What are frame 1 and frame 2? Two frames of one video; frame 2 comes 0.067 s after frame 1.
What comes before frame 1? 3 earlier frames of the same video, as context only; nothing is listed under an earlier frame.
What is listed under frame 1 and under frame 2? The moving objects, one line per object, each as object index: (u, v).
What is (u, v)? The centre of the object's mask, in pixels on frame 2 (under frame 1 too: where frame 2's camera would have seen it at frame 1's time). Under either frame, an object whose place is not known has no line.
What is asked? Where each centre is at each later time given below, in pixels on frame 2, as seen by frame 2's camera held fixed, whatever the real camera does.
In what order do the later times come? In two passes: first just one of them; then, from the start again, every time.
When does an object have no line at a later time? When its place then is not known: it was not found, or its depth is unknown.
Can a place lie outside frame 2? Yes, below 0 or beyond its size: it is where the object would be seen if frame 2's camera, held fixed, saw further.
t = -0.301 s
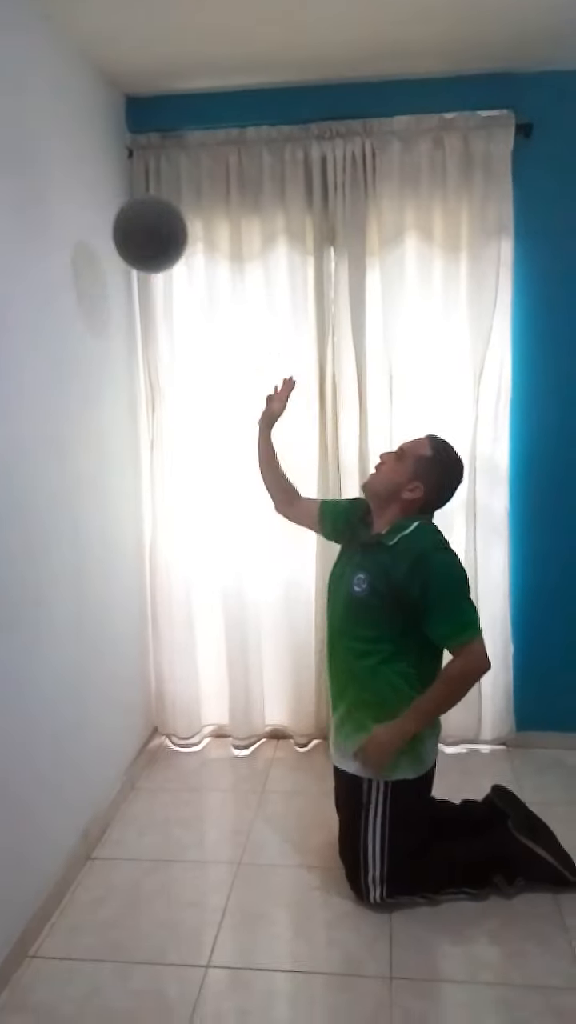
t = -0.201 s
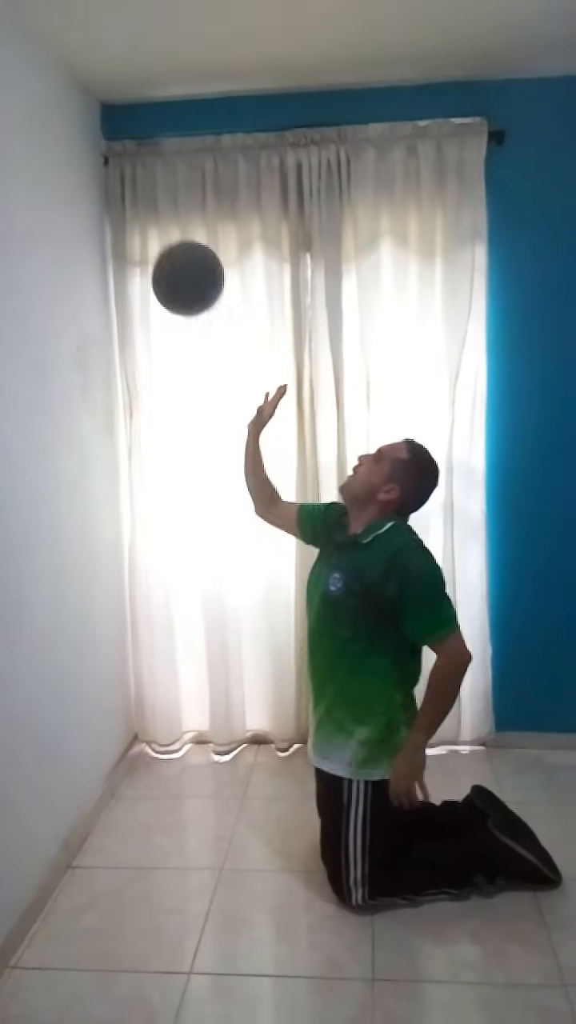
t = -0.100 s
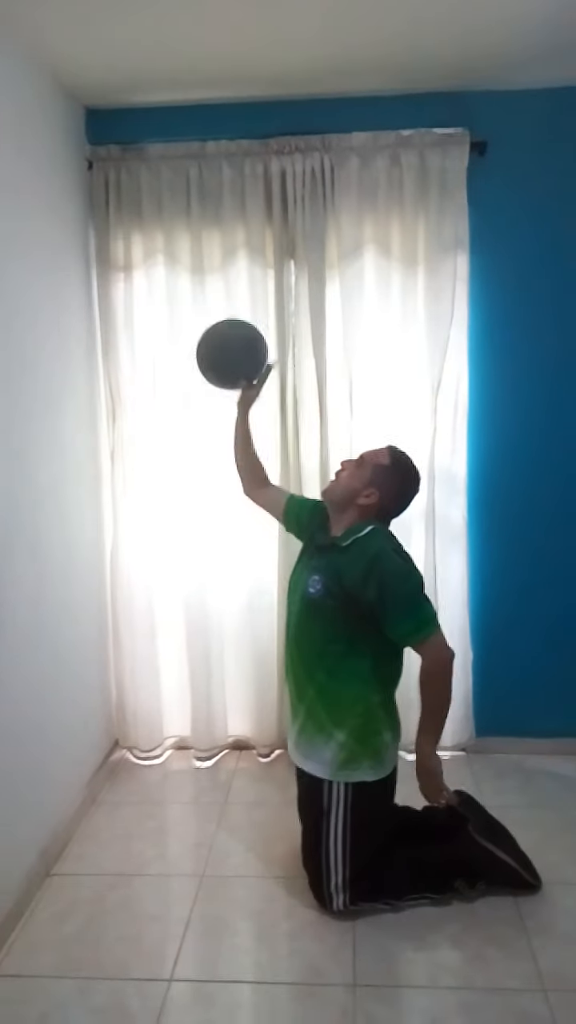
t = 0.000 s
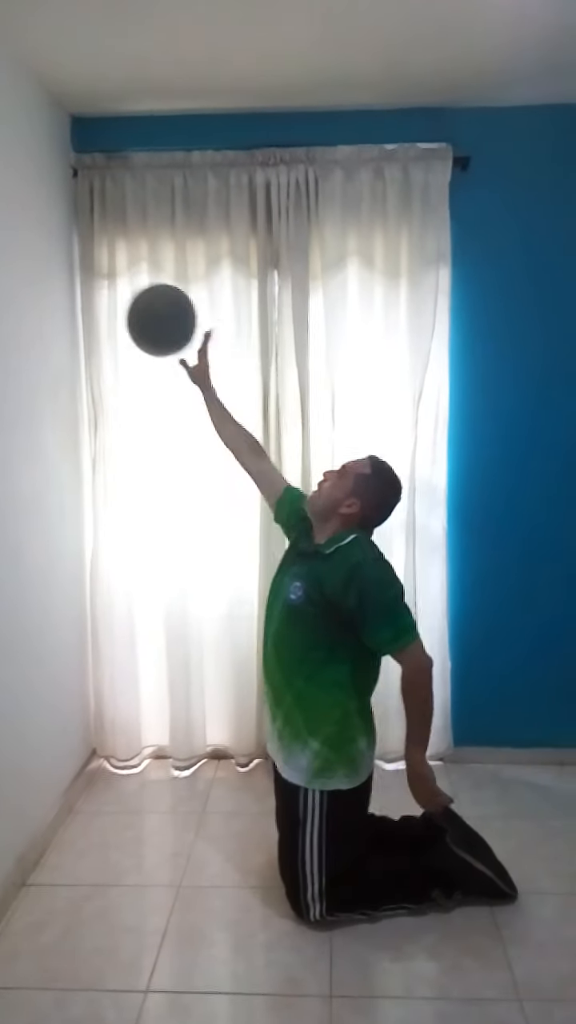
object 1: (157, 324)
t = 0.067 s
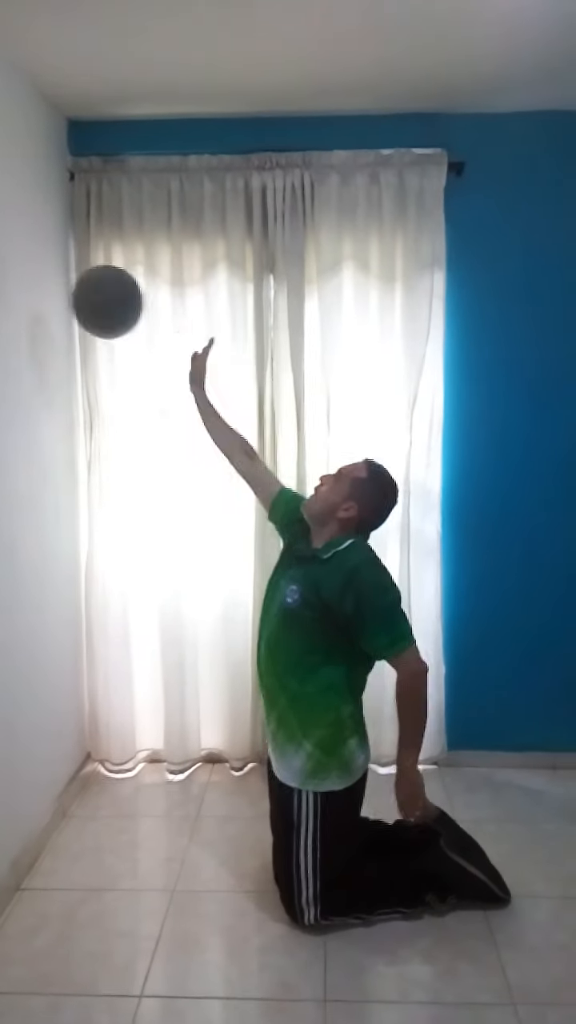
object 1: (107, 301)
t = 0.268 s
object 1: (119, 321)
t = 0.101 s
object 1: (82, 296)
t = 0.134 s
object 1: (59, 295)
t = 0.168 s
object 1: (60, 297)
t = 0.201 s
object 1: (80, 302)
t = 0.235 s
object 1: (99, 309)
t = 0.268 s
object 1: (119, 321)
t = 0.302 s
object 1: (138, 336)
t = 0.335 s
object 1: (157, 355)
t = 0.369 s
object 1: (176, 376)
